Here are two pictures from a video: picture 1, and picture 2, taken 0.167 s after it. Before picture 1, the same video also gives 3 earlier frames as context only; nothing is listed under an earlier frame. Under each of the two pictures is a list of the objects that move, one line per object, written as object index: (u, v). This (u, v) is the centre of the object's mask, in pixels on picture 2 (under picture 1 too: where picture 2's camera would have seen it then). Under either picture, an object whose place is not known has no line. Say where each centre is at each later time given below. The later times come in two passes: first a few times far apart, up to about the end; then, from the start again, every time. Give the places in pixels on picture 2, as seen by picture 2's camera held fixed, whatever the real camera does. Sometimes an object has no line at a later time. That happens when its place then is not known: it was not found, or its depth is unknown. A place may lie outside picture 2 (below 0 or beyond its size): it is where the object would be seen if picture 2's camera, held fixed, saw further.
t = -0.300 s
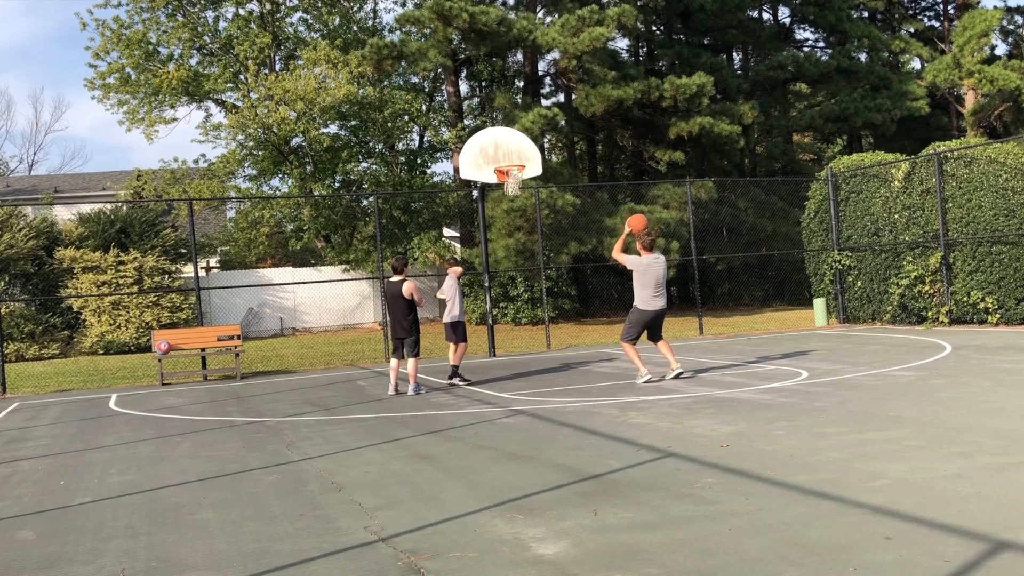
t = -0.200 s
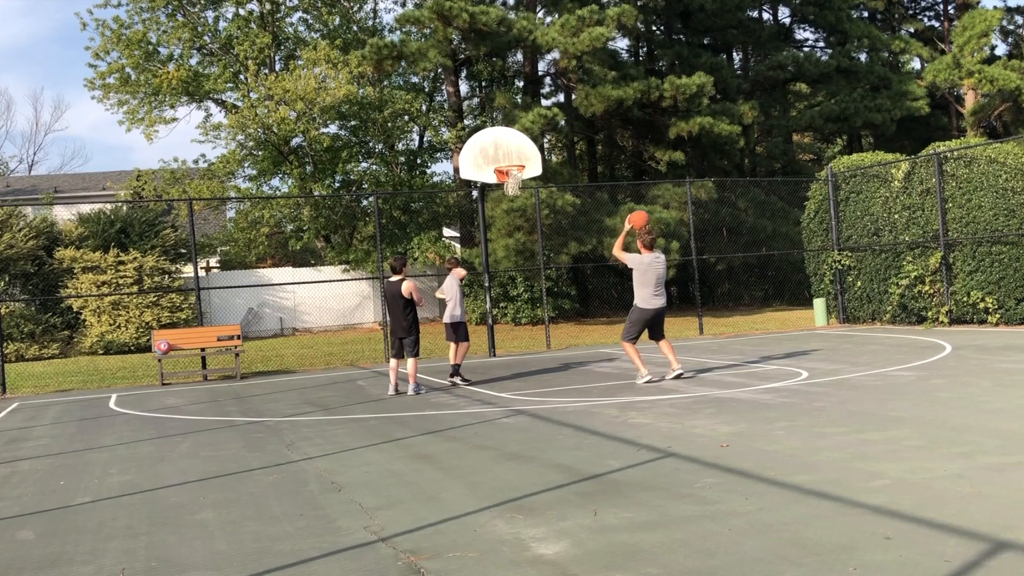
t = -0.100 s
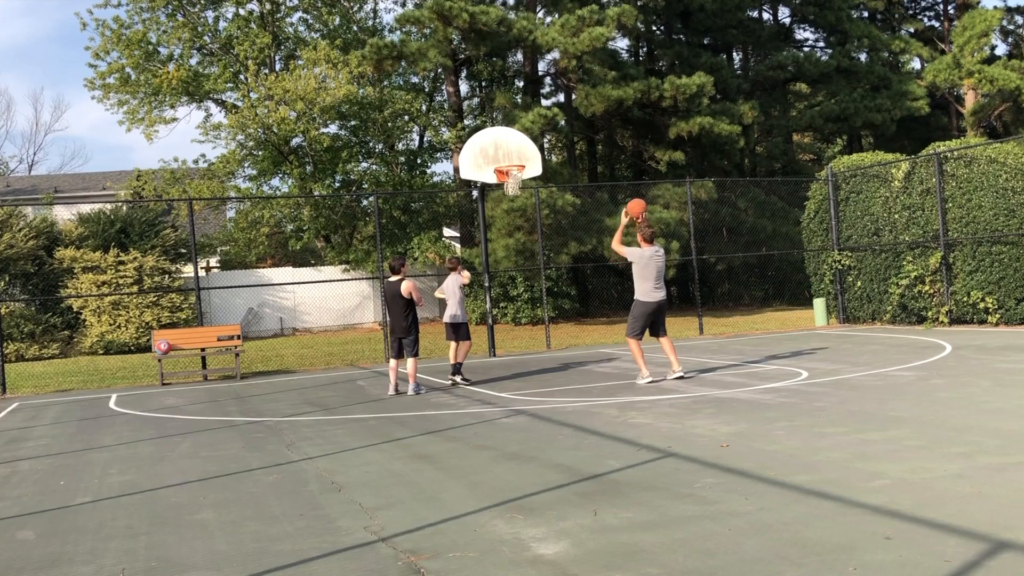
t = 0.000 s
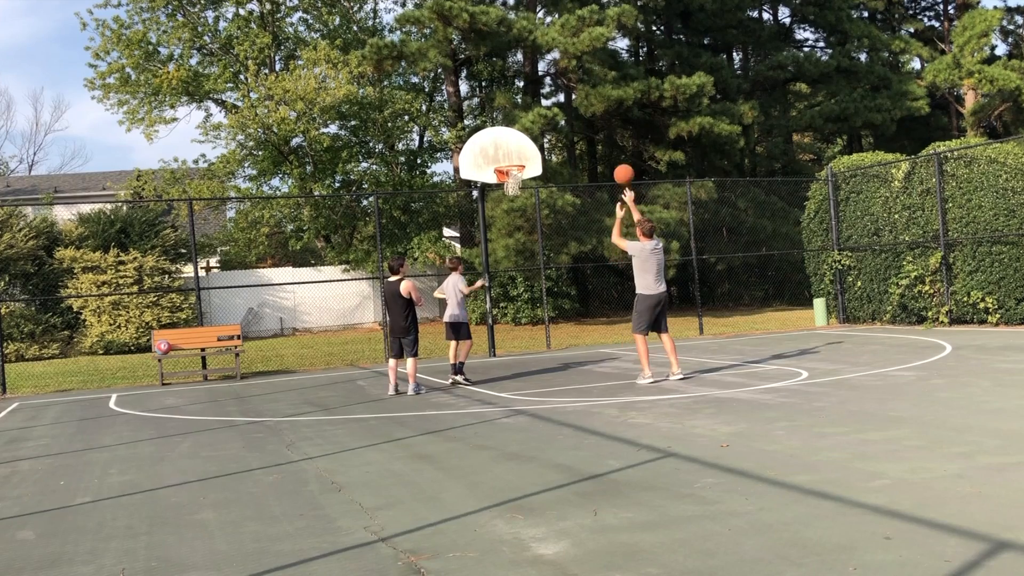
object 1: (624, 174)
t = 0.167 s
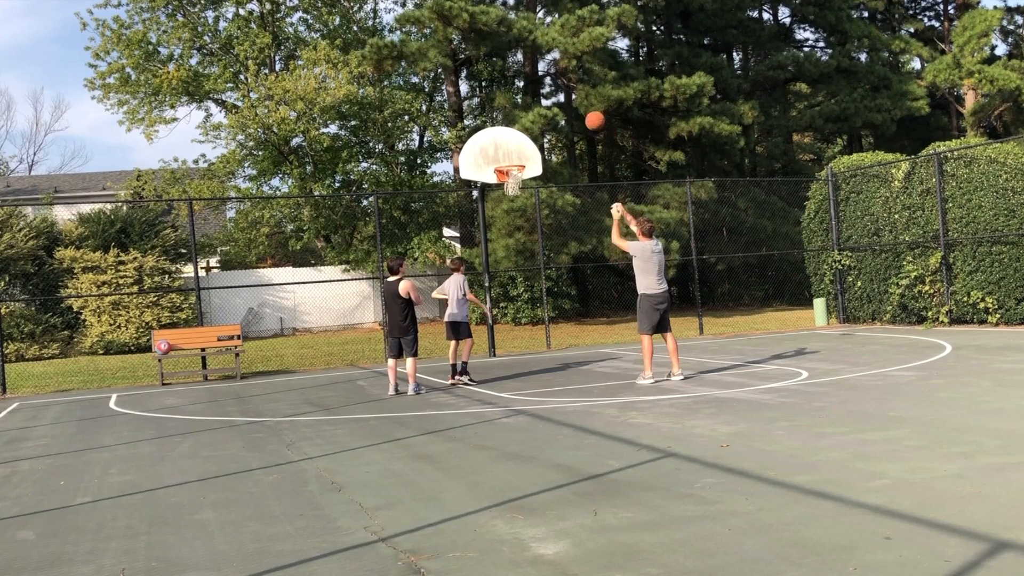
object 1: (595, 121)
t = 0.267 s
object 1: (579, 100)
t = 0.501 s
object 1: (550, 85)
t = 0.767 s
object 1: (523, 112)
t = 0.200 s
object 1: (589, 113)
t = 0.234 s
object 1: (584, 106)
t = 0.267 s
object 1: (579, 100)
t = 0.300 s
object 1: (575, 96)
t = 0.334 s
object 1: (570, 92)
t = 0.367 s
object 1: (566, 89)
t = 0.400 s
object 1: (562, 86)
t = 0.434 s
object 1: (558, 85)
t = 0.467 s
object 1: (554, 85)
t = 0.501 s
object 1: (550, 85)
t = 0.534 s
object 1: (546, 85)
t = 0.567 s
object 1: (542, 87)
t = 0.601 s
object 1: (539, 90)
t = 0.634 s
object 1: (535, 93)
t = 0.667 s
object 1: (532, 97)
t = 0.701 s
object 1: (529, 101)
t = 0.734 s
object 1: (526, 107)
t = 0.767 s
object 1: (523, 112)
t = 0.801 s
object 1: (521, 119)
